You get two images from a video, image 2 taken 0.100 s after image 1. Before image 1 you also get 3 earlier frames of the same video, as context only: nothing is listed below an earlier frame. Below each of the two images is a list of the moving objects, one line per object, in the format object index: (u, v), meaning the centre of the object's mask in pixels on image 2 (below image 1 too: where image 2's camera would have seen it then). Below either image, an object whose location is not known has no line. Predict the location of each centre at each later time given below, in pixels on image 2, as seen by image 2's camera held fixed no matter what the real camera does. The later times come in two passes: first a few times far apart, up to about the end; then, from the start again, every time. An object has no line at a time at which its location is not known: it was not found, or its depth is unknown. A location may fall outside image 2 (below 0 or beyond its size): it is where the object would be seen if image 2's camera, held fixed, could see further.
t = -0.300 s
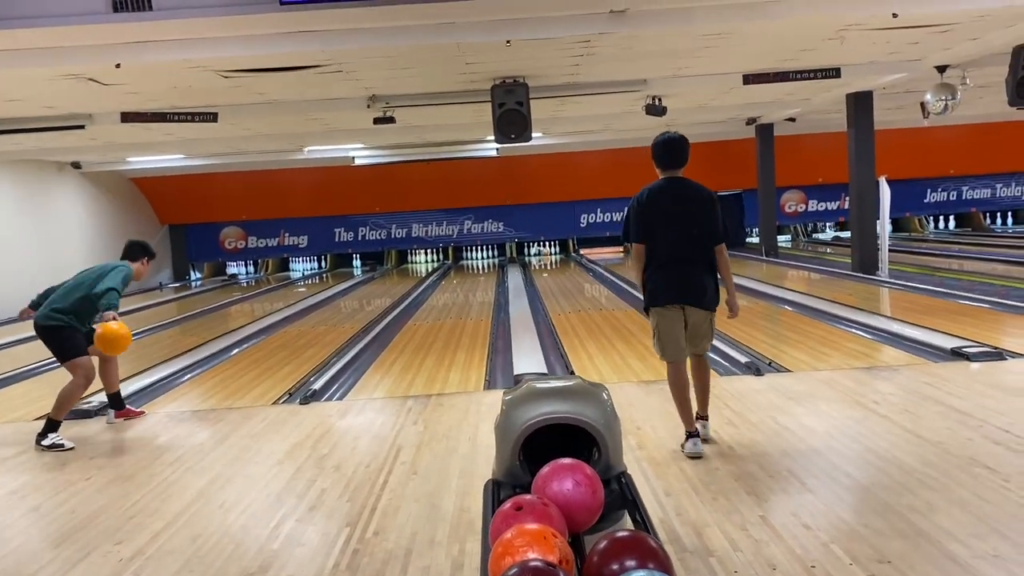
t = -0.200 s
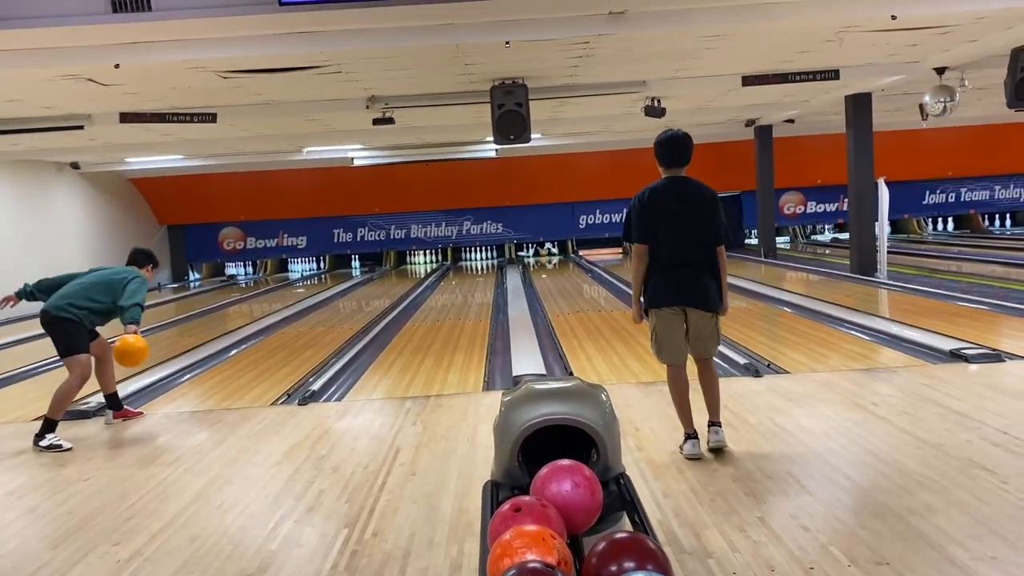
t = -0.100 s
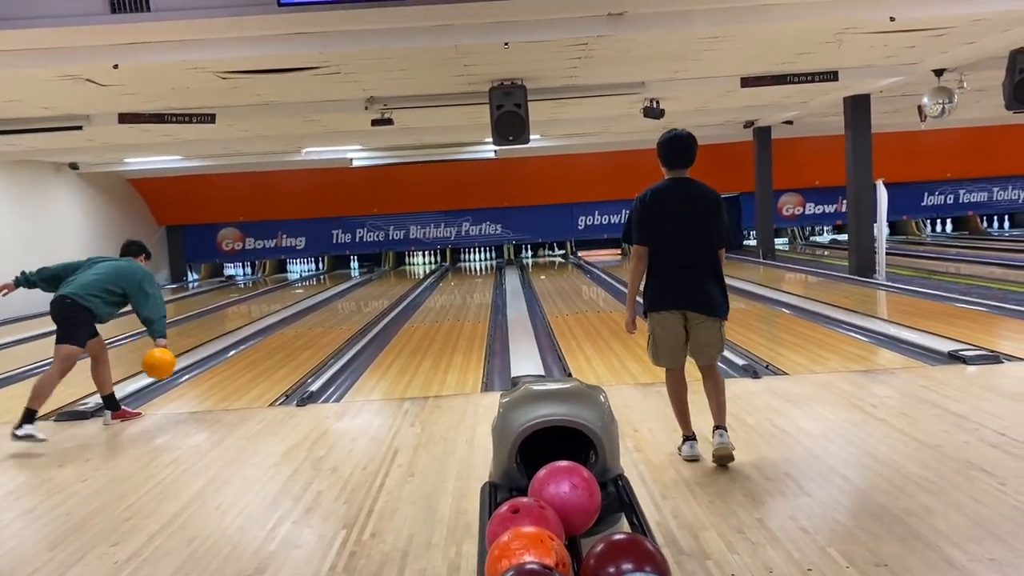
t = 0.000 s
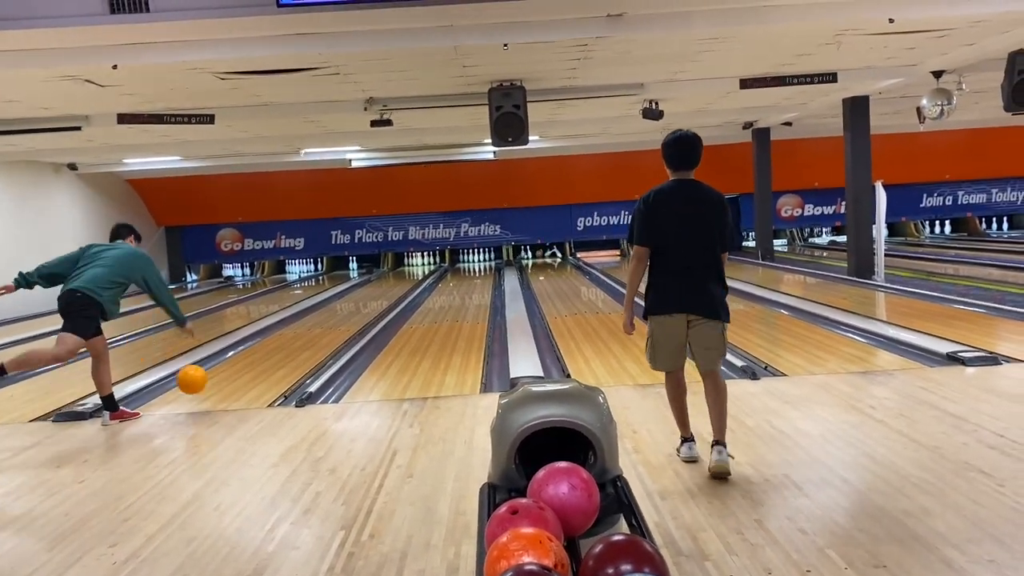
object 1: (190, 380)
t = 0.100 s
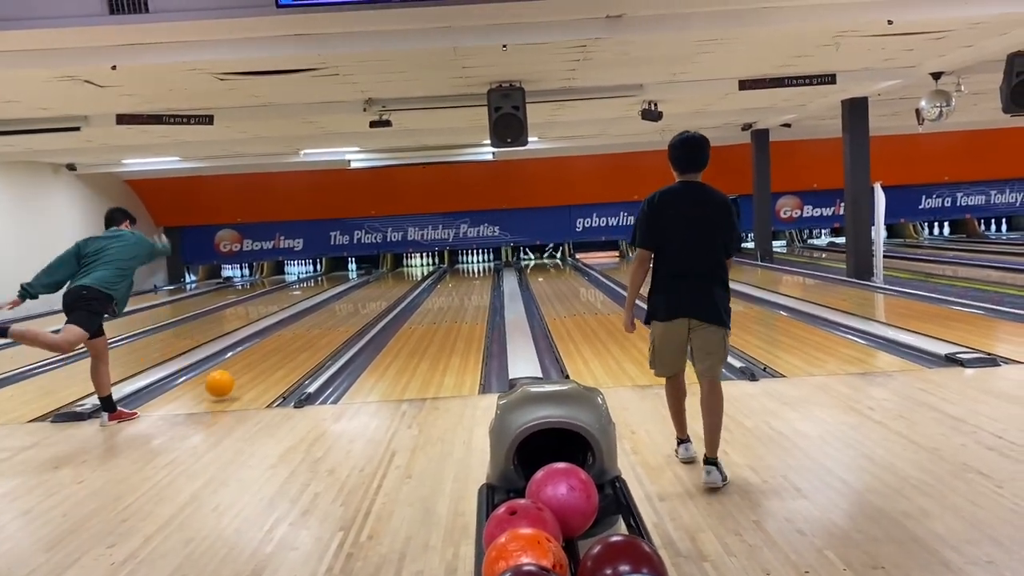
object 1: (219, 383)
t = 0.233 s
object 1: (251, 372)
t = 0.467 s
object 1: (292, 351)
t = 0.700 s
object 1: (326, 335)
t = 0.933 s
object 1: (351, 323)
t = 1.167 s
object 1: (370, 313)
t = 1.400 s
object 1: (387, 308)
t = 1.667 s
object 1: (395, 302)
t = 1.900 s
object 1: (401, 298)
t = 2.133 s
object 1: (406, 293)
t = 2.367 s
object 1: (409, 290)
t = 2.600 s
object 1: (412, 287)
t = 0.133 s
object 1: (227, 379)
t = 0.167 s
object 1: (235, 375)
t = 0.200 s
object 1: (243, 372)
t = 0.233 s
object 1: (251, 372)
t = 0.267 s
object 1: (257, 368)
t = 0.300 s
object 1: (263, 365)
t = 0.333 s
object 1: (269, 362)
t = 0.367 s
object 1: (276, 359)
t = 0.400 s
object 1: (282, 356)
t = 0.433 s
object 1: (287, 354)
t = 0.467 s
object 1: (292, 351)
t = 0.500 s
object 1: (298, 349)
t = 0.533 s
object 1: (303, 346)
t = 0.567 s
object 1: (308, 344)
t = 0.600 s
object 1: (312, 342)
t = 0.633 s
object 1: (316, 339)
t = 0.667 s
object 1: (322, 337)
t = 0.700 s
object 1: (326, 335)
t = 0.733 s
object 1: (329, 333)
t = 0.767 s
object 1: (333, 331)
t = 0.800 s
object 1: (337, 329)
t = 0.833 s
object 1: (340, 328)
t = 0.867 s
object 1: (344, 326)
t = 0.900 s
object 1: (347, 324)
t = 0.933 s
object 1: (351, 323)
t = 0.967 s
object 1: (354, 321)
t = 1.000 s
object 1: (356, 319)
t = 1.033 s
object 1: (359, 318)
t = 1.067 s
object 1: (362, 317)
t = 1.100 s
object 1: (365, 315)
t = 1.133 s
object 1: (368, 314)
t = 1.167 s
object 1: (370, 313)
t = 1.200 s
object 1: (373, 313)
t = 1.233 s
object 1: (377, 312)
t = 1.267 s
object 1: (380, 312)
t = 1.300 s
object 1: (383, 312)
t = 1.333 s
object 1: (384, 311)
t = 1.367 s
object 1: (385, 309)
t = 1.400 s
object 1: (387, 308)
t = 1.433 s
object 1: (388, 307)
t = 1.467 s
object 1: (389, 307)
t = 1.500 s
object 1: (390, 306)
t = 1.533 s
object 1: (391, 305)
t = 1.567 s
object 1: (392, 305)
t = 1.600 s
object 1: (393, 304)
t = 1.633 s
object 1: (394, 303)
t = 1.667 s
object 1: (395, 302)
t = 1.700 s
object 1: (395, 302)
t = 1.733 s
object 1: (397, 301)
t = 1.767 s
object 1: (397, 300)
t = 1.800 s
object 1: (398, 299)
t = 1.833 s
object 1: (399, 299)
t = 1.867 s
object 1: (400, 298)
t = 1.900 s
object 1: (401, 298)
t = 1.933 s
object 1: (401, 297)
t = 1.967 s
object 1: (402, 296)
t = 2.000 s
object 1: (402, 296)
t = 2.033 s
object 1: (403, 295)
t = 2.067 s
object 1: (404, 295)
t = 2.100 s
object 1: (404, 294)
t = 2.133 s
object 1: (406, 293)
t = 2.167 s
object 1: (406, 293)
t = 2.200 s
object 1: (407, 292)
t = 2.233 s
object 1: (407, 292)
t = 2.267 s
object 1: (408, 291)
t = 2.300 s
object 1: (408, 291)
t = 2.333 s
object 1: (409, 290)
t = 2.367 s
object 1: (409, 290)
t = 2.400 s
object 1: (410, 289)
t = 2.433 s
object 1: (410, 289)
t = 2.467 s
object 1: (411, 288)
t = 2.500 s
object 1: (411, 288)
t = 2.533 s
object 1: (411, 288)
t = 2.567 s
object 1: (412, 287)
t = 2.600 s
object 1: (412, 287)
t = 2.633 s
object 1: (413, 286)
